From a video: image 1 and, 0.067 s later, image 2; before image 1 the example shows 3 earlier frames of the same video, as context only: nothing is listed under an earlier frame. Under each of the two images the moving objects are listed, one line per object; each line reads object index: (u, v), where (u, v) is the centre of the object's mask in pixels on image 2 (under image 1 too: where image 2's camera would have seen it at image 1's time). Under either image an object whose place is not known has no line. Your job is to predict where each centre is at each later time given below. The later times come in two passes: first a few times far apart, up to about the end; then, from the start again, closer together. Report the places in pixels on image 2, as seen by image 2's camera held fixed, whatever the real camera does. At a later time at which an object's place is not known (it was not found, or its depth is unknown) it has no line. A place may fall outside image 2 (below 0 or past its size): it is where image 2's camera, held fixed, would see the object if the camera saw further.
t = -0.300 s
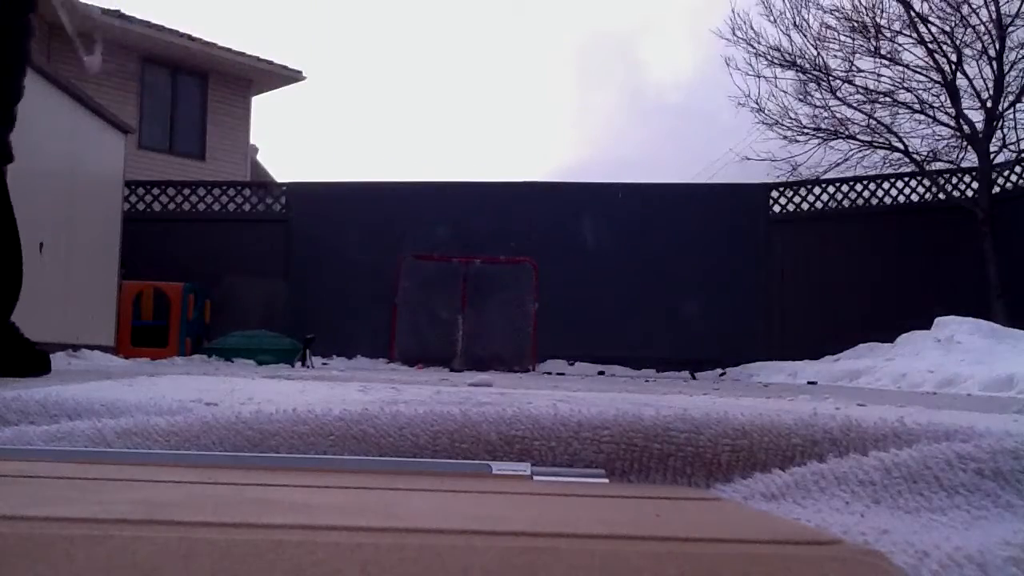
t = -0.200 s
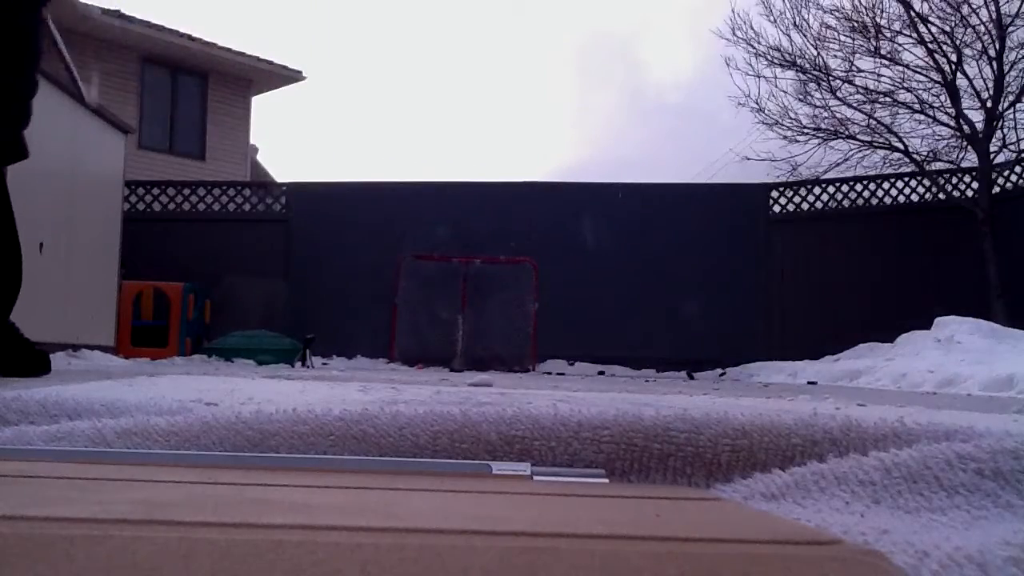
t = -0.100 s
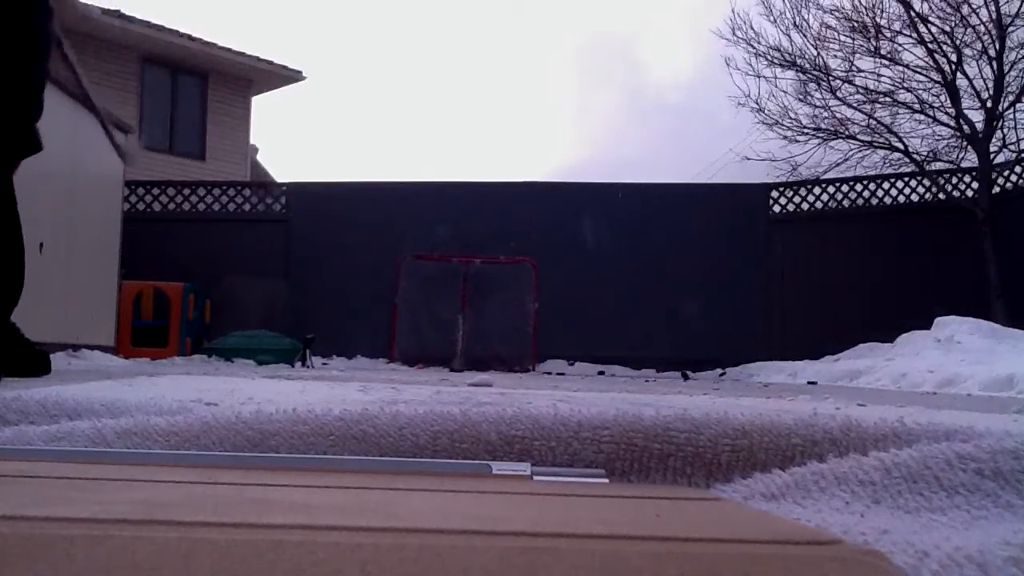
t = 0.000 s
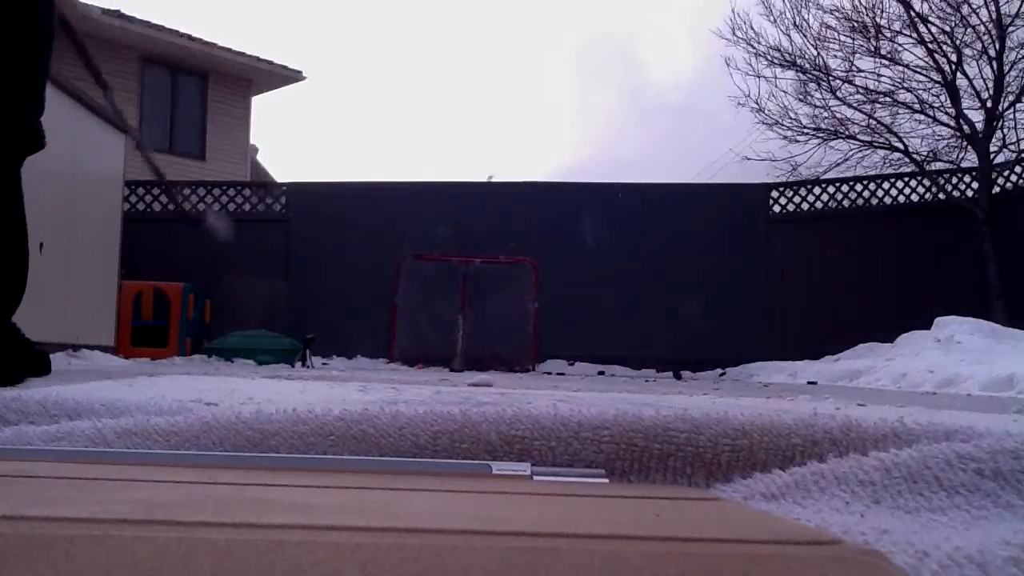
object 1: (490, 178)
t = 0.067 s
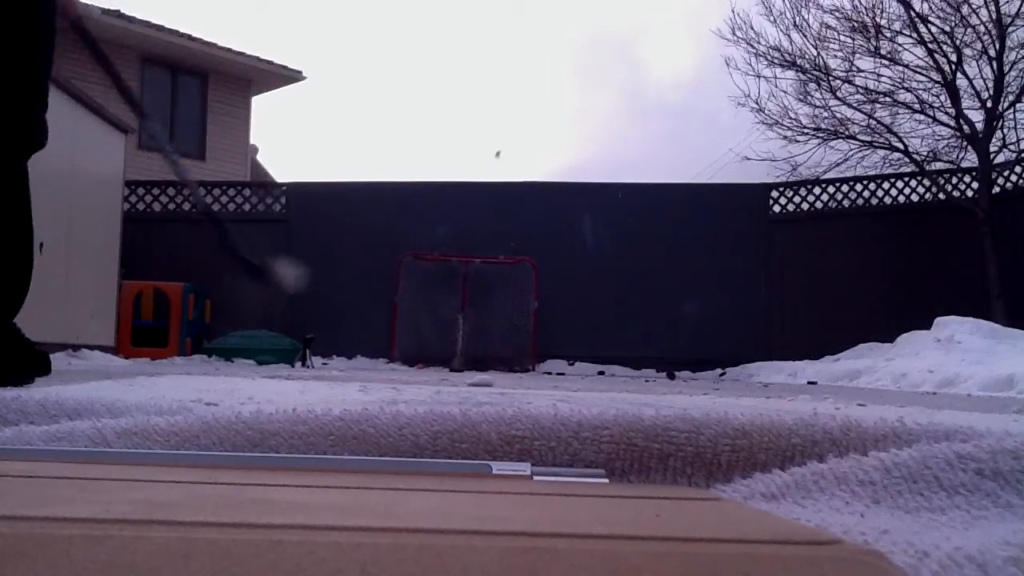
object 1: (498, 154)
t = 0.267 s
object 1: (524, 109)
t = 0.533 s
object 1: (554, 115)
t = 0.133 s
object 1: (507, 134)
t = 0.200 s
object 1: (514, 120)
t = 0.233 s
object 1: (518, 114)
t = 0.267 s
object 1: (524, 109)
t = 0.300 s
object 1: (528, 106)
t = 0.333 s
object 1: (530, 103)
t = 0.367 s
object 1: (534, 102)
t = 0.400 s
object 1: (538, 103)
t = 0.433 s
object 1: (542, 104)
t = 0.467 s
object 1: (546, 106)
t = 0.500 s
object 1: (550, 110)
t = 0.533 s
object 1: (554, 115)
